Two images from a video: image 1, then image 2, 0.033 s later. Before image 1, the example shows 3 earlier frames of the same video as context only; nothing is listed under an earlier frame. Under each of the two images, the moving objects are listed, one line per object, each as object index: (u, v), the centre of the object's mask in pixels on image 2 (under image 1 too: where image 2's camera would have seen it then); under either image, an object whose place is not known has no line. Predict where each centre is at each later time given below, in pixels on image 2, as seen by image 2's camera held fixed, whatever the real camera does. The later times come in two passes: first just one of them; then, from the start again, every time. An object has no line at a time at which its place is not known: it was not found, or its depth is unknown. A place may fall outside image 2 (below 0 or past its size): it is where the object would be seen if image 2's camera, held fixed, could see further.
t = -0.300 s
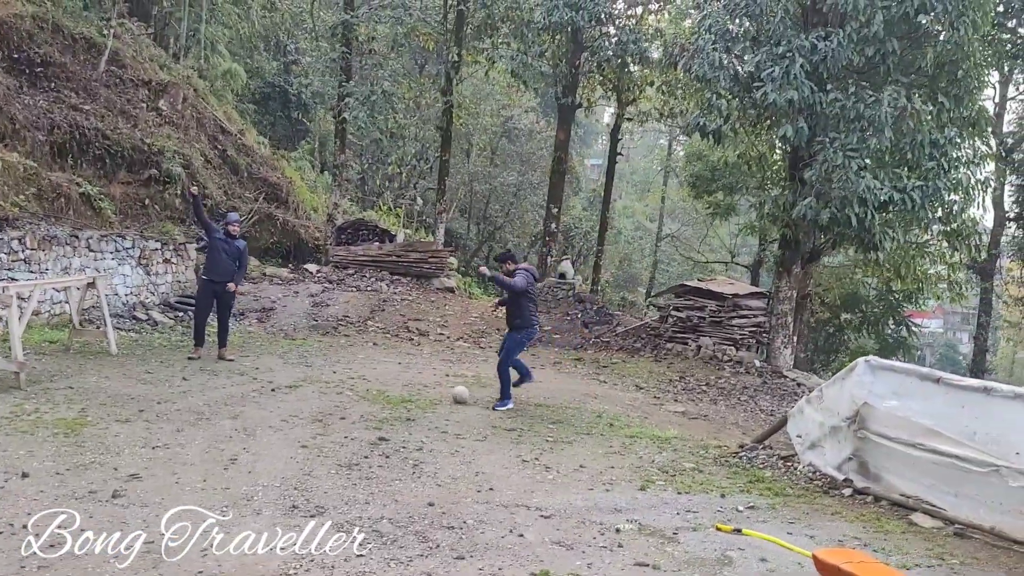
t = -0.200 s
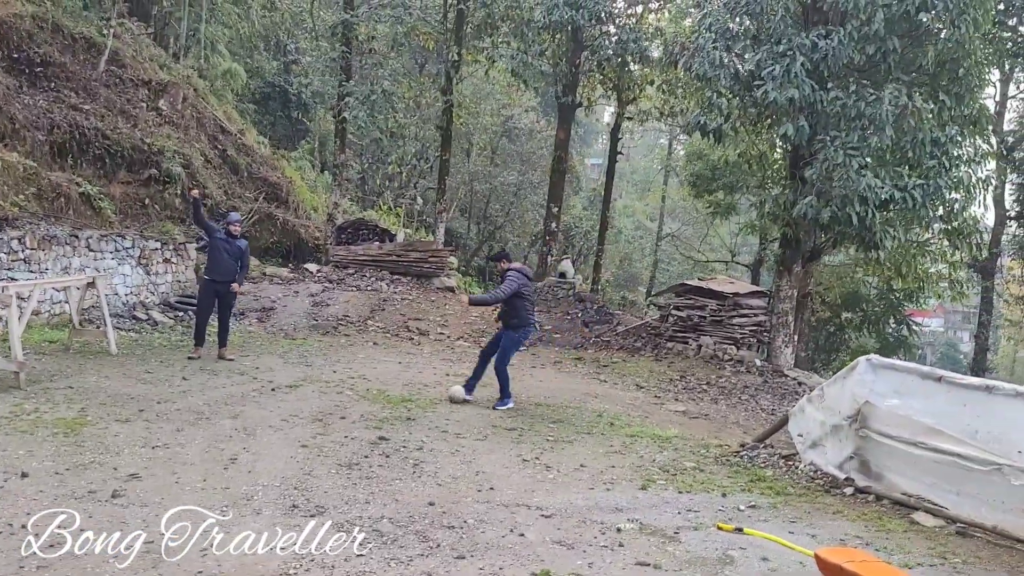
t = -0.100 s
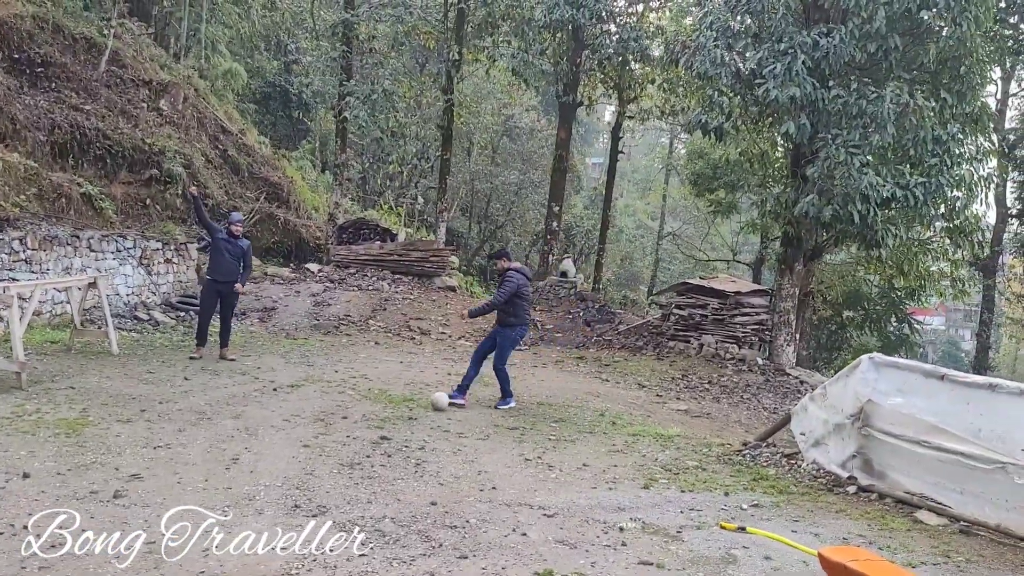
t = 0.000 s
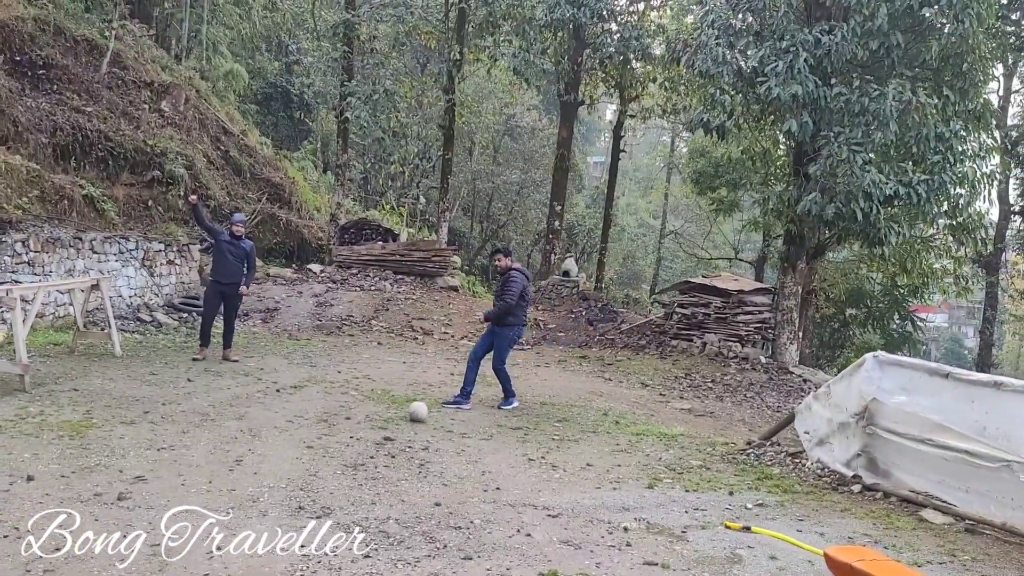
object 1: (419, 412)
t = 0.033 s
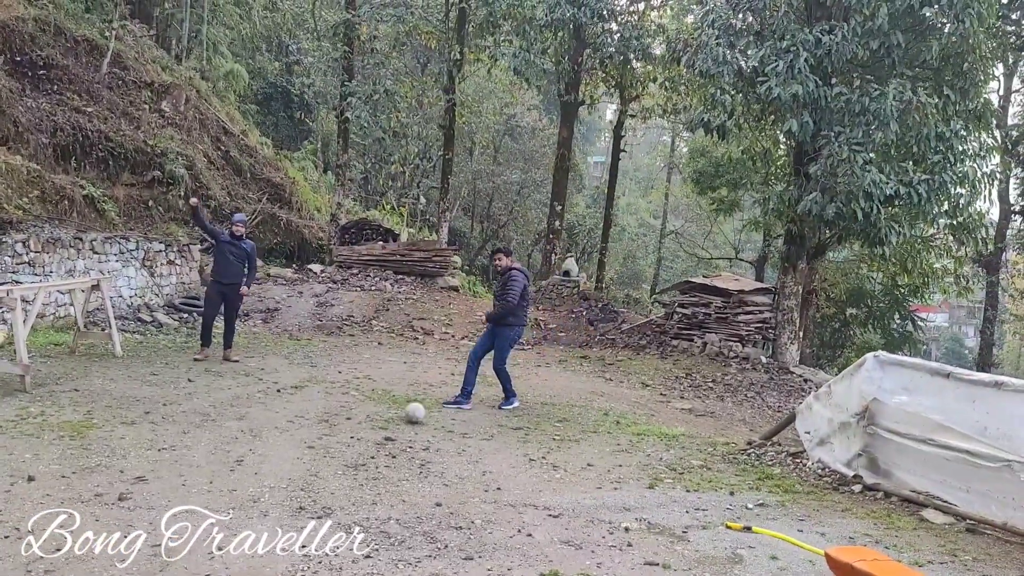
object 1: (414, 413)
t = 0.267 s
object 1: (367, 432)
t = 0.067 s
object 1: (408, 416)
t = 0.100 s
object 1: (401, 419)
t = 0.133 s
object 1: (395, 421)
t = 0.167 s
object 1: (385, 424)
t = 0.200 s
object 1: (382, 426)
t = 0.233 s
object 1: (375, 429)
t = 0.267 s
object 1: (367, 432)
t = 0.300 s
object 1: (361, 435)
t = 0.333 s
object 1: (353, 436)
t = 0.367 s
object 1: (346, 438)
